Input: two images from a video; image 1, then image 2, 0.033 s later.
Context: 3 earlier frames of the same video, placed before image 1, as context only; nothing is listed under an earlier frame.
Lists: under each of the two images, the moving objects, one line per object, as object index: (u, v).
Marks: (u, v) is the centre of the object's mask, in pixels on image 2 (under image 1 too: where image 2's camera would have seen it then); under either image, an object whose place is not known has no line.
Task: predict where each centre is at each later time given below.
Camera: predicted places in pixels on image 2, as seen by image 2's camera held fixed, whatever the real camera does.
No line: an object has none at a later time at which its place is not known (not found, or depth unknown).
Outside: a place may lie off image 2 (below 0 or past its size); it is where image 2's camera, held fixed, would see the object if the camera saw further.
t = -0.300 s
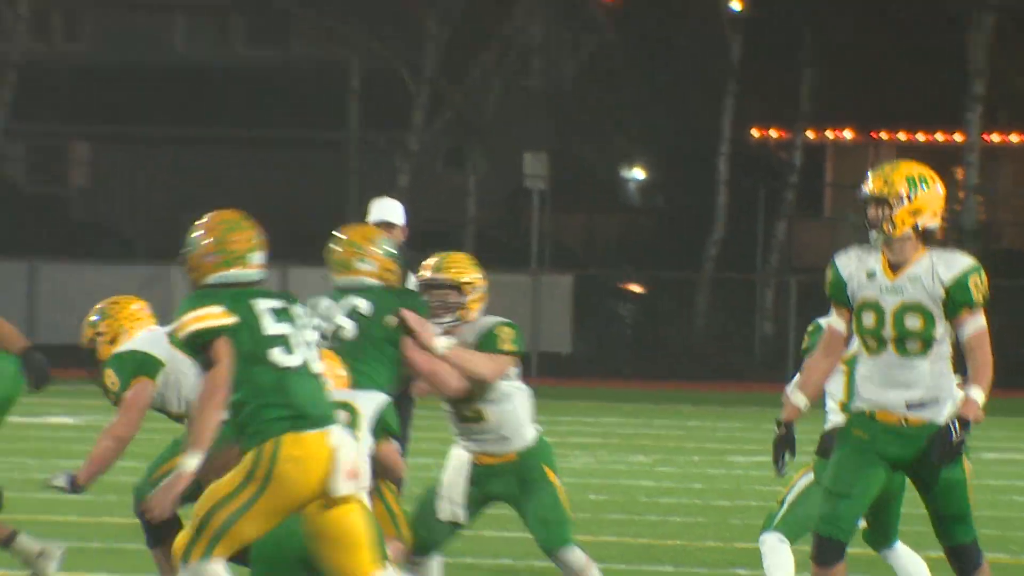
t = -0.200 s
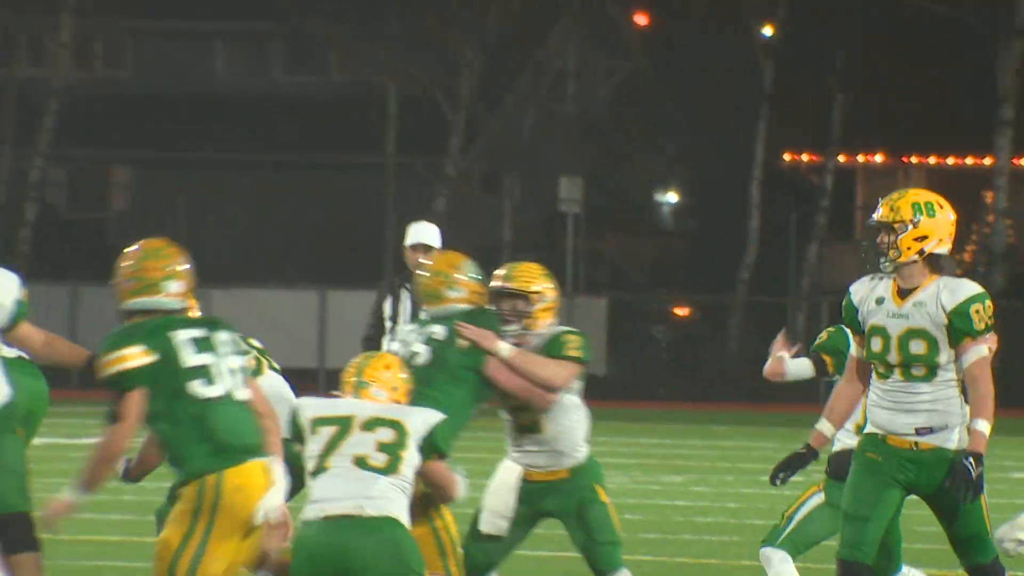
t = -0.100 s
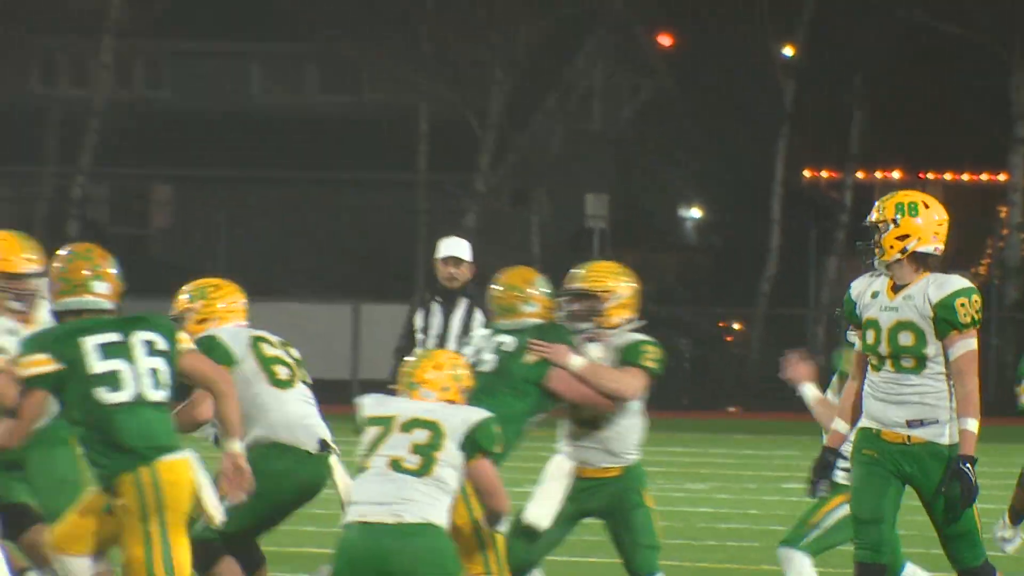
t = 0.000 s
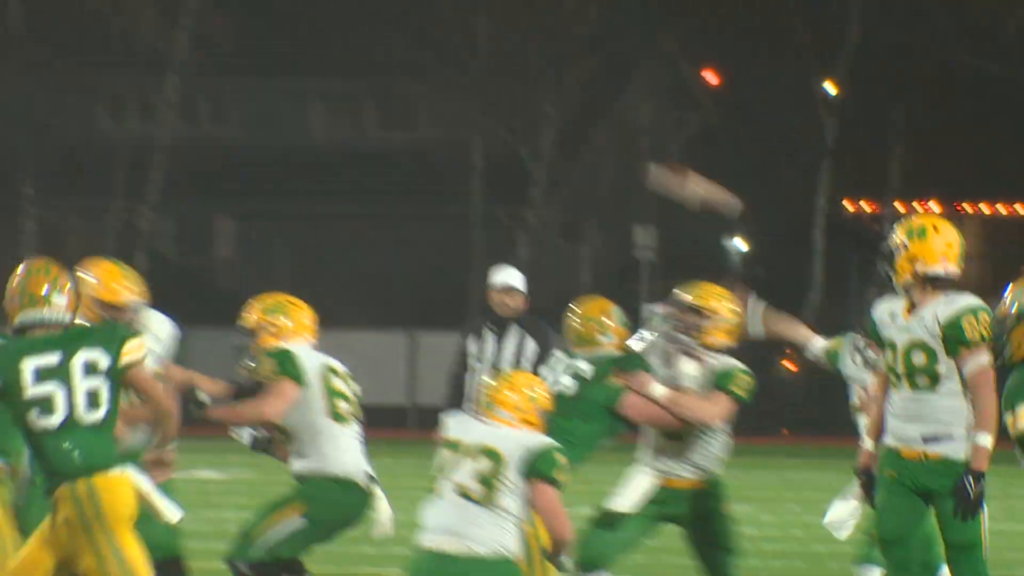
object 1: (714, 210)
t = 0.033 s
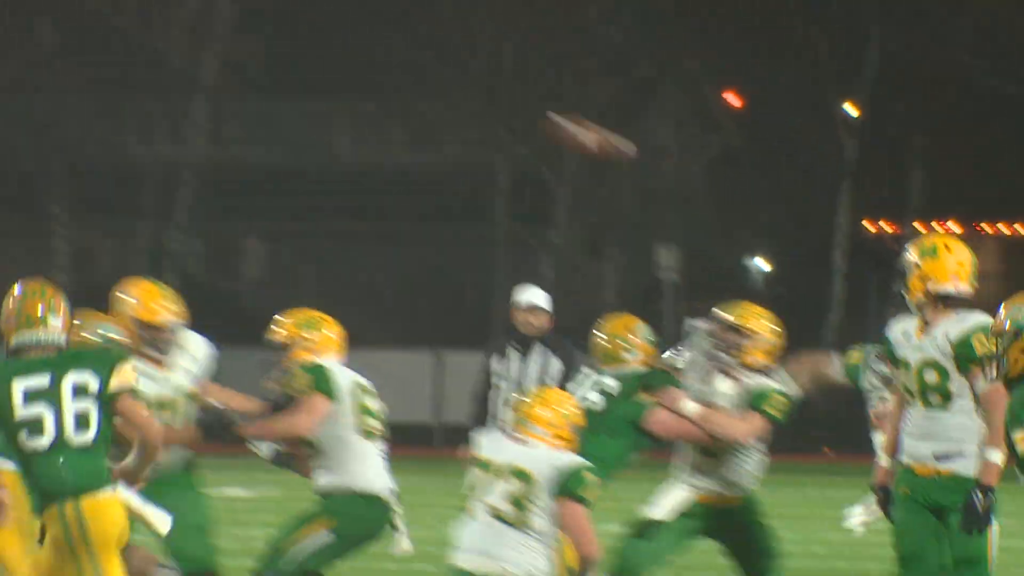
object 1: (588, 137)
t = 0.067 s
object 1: (461, 67)
